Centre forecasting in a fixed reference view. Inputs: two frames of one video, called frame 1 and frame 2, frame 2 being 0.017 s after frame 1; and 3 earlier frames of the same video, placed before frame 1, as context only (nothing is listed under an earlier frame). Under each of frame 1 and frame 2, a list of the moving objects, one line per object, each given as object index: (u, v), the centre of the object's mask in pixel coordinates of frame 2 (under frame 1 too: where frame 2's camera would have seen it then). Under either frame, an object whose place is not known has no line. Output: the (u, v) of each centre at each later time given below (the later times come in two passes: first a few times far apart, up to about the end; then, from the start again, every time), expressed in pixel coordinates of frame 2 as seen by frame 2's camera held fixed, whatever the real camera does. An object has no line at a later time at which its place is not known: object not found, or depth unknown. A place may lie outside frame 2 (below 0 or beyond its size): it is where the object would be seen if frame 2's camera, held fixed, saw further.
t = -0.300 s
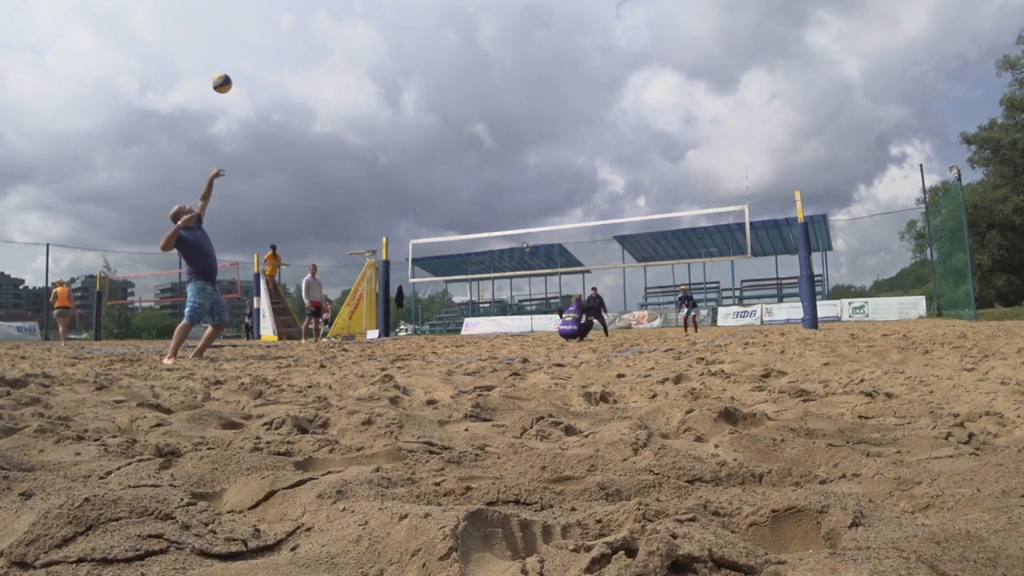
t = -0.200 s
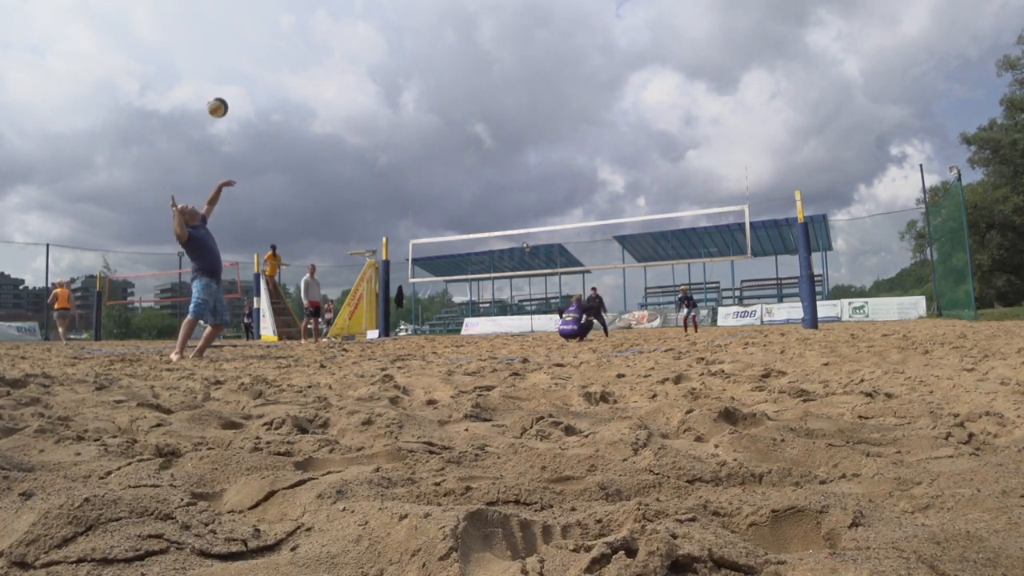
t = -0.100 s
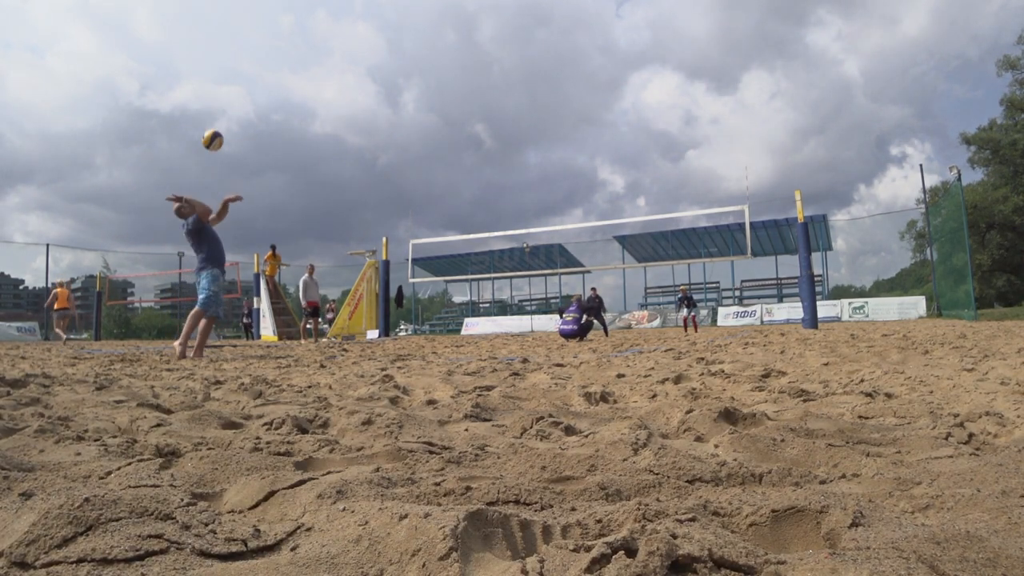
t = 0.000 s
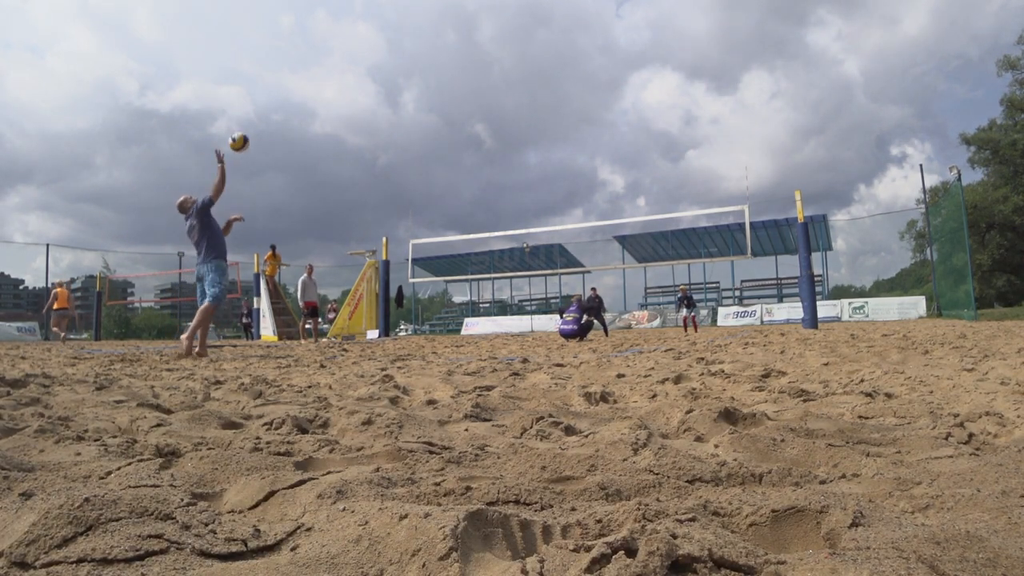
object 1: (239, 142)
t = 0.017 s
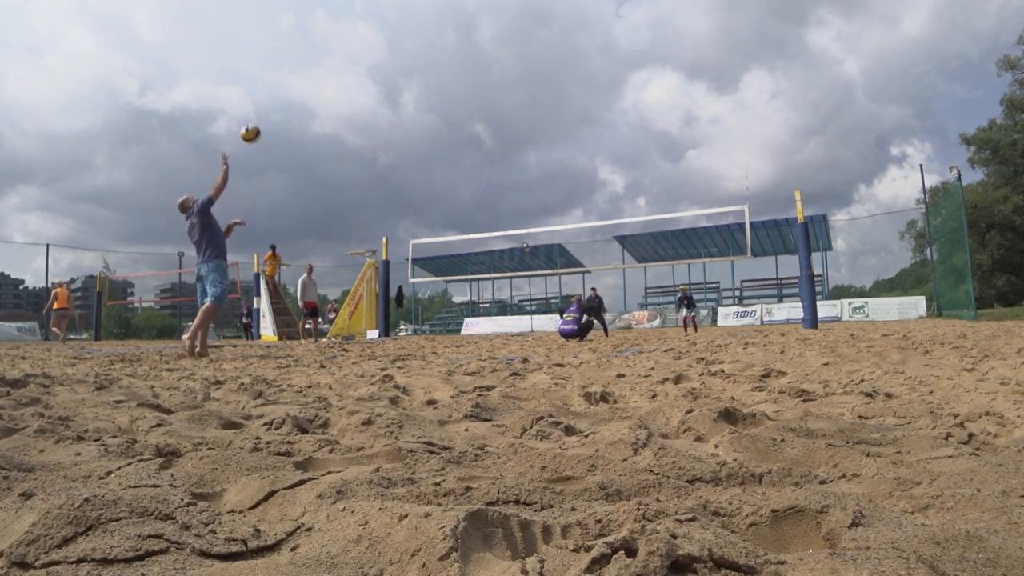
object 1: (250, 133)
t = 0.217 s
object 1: (360, 69)
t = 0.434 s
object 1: (438, 51)
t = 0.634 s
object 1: (486, 64)
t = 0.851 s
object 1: (525, 94)
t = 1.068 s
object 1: (555, 139)
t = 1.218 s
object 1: (572, 176)
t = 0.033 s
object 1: (261, 126)
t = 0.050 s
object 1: (272, 118)
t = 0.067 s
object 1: (282, 111)
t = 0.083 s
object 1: (292, 105)
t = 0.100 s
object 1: (302, 100)
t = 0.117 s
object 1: (311, 94)
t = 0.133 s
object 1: (320, 89)
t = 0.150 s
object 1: (329, 84)
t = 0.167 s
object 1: (337, 80)
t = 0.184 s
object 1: (345, 76)
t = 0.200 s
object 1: (353, 72)
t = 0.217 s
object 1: (360, 69)
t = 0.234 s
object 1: (367, 66)
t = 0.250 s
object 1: (374, 64)
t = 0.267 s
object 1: (381, 61)
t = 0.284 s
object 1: (388, 59)
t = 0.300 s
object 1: (394, 57)
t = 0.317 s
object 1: (400, 56)
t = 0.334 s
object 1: (406, 55)
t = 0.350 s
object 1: (412, 54)
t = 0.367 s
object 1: (417, 53)
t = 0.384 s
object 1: (423, 52)
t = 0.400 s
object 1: (428, 52)
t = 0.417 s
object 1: (433, 51)
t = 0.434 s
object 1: (438, 51)
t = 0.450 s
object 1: (443, 52)
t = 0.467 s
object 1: (447, 52)
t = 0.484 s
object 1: (452, 53)
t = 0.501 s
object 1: (456, 53)
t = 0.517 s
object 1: (460, 54)
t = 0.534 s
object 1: (464, 55)
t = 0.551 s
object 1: (468, 56)
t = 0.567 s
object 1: (472, 57)
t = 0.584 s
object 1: (476, 58)
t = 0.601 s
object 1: (479, 61)
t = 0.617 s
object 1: (483, 62)
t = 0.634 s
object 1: (486, 64)
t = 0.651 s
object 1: (489, 65)
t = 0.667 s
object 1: (492, 67)
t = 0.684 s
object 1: (496, 69)
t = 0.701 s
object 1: (499, 71)
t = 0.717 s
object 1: (502, 73)
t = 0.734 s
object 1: (505, 75)
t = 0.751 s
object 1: (508, 78)
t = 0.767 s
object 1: (511, 80)
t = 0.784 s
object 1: (514, 83)
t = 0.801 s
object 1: (516, 85)
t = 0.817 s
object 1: (519, 88)
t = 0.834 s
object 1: (522, 91)
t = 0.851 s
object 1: (525, 94)
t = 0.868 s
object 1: (527, 97)
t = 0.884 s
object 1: (529, 100)
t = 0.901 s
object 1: (532, 103)
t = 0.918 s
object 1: (535, 106)
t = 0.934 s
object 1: (537, 110)
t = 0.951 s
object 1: (539, 113)
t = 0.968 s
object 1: (542, 117)
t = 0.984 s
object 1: (544, 120)
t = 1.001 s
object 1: (546, 124)
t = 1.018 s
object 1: (548, 127)
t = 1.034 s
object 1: (551, 131)
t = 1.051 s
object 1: (553, 134)
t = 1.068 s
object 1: (555, 139)
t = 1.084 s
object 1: (557, 143)
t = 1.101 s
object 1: (559, 148)
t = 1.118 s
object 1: (561, 151)
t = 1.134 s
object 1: (563, 155)
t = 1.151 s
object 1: (565, 159)
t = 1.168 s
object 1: (566, 164)
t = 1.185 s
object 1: (568, 168)
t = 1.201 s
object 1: (570, 172)
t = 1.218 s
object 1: (572, 176)
